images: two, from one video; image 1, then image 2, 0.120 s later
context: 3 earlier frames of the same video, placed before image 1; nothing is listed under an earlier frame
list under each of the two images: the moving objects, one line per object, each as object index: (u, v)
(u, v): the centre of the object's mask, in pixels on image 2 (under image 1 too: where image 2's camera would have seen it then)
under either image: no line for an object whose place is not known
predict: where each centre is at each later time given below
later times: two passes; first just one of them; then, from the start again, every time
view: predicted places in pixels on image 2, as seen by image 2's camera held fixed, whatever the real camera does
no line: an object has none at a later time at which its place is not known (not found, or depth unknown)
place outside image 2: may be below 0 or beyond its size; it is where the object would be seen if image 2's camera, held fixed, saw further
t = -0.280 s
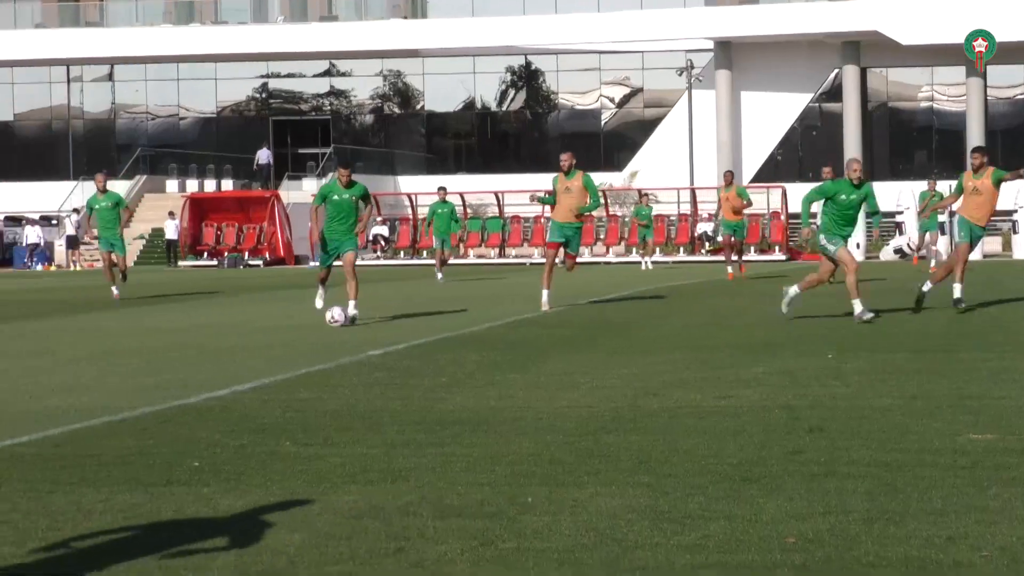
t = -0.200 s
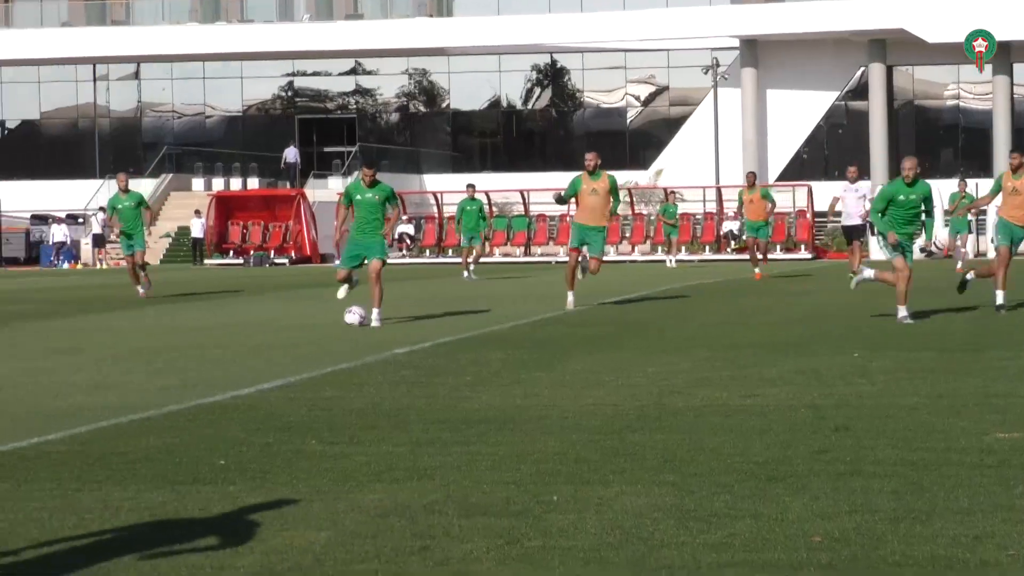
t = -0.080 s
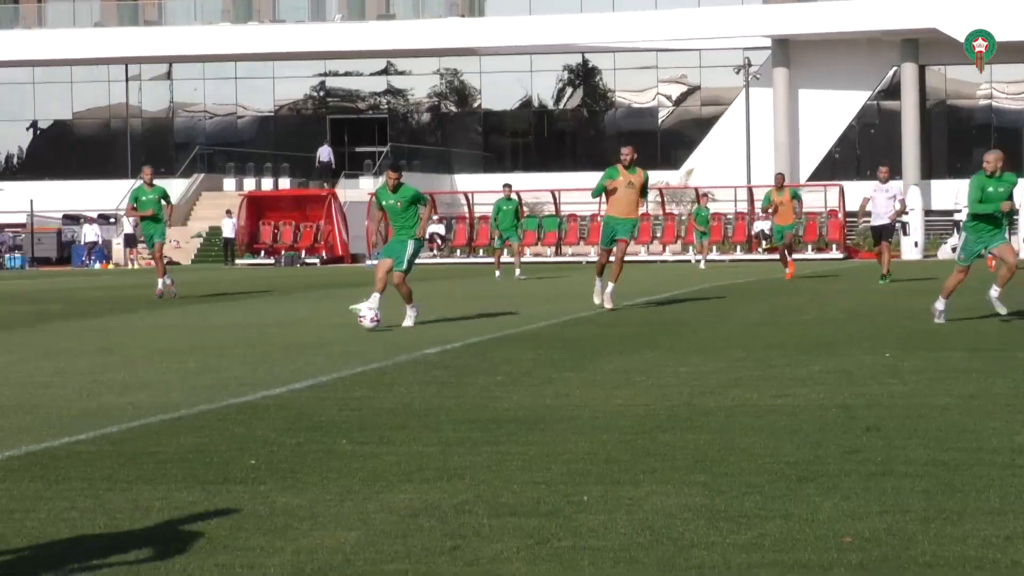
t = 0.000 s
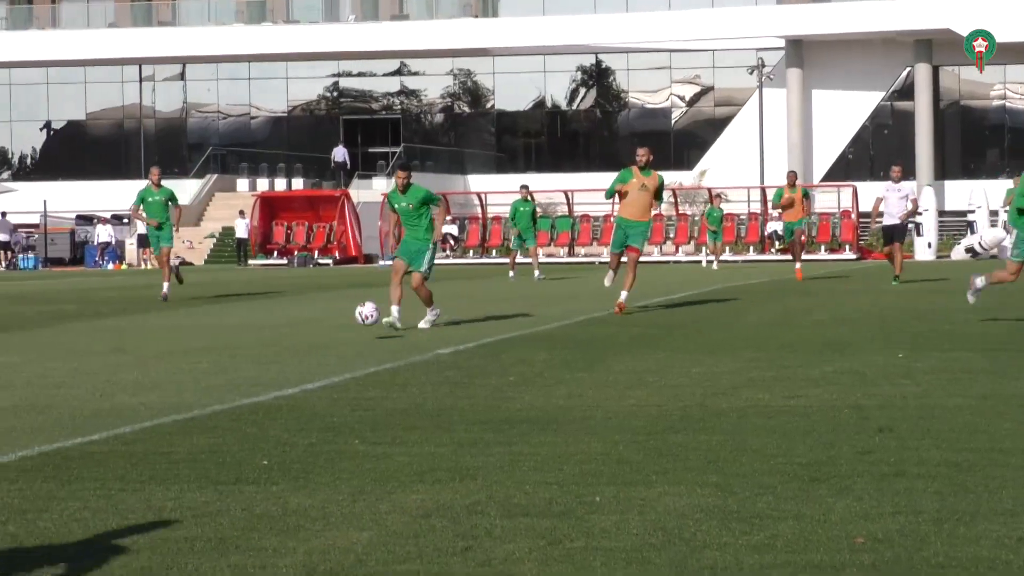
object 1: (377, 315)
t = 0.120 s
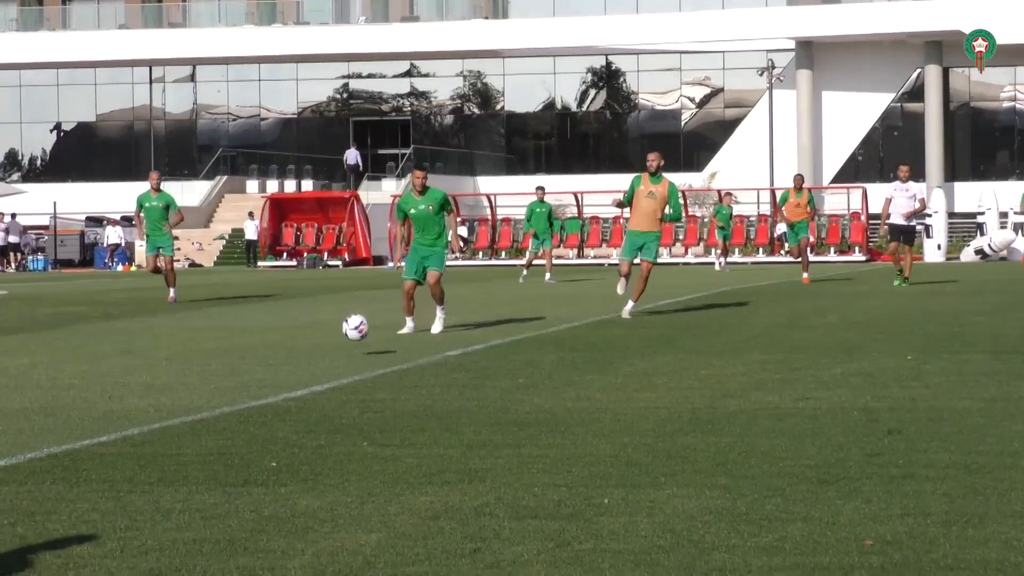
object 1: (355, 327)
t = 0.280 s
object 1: (329, 358)
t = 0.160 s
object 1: (349, 338)
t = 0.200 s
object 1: (342, 352)
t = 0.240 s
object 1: (336, 361)
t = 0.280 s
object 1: (329, 358)
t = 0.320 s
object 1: (324, 358)
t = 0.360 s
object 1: (319, 361)
